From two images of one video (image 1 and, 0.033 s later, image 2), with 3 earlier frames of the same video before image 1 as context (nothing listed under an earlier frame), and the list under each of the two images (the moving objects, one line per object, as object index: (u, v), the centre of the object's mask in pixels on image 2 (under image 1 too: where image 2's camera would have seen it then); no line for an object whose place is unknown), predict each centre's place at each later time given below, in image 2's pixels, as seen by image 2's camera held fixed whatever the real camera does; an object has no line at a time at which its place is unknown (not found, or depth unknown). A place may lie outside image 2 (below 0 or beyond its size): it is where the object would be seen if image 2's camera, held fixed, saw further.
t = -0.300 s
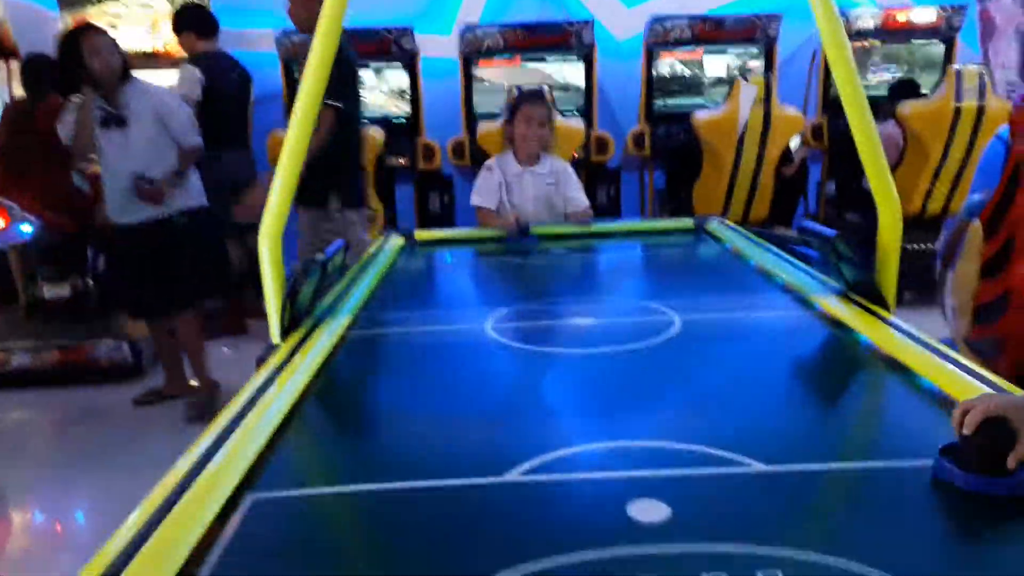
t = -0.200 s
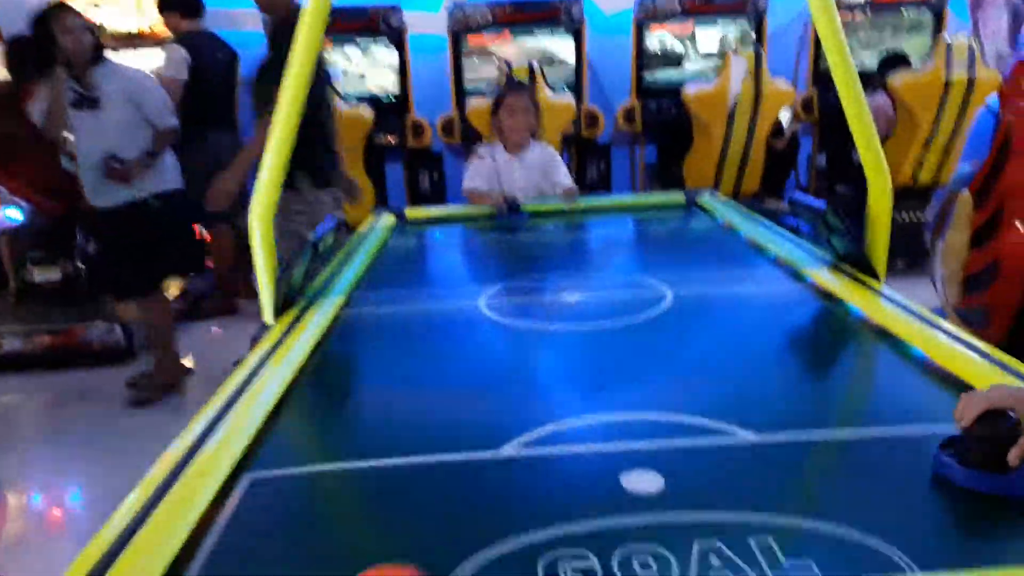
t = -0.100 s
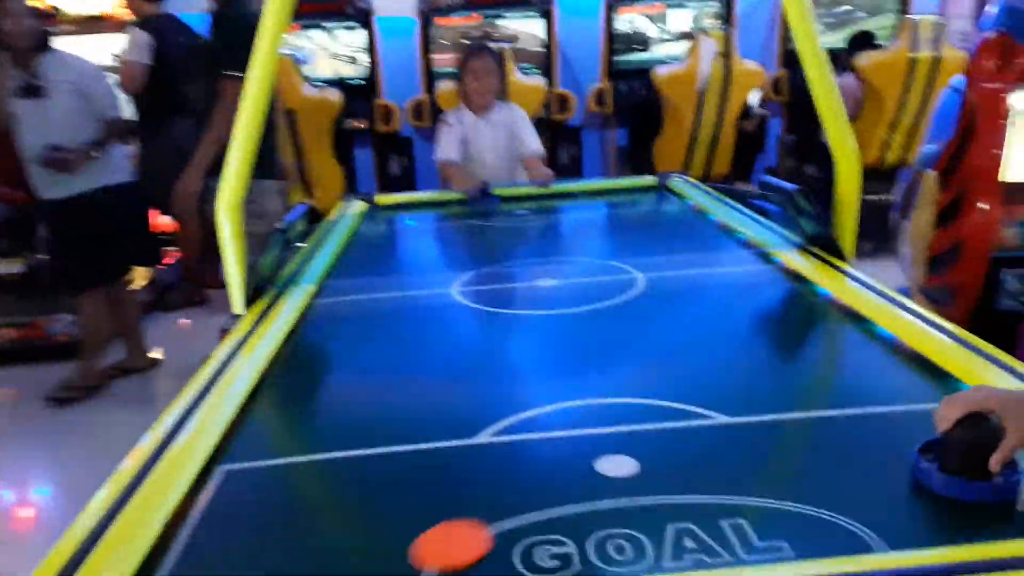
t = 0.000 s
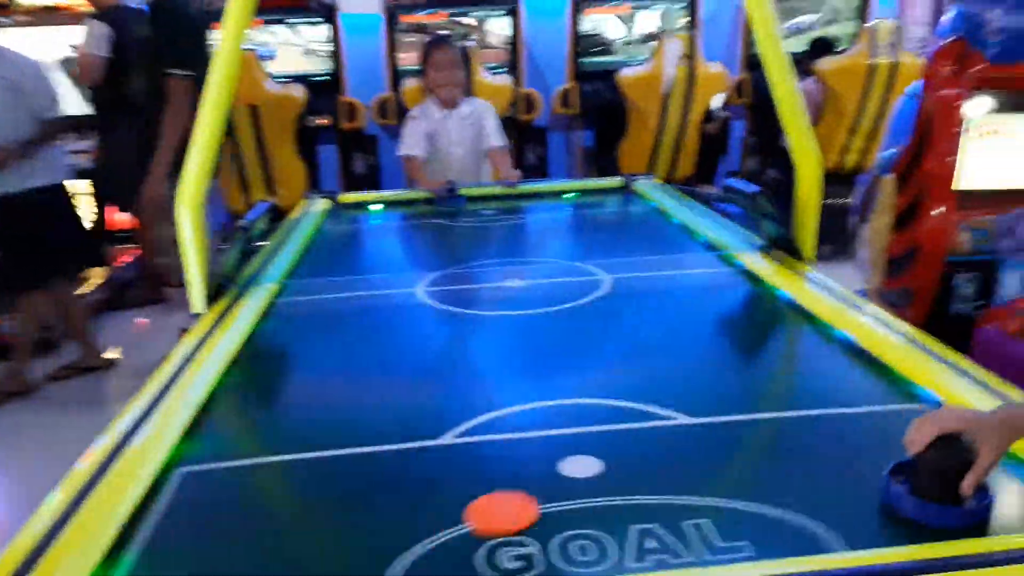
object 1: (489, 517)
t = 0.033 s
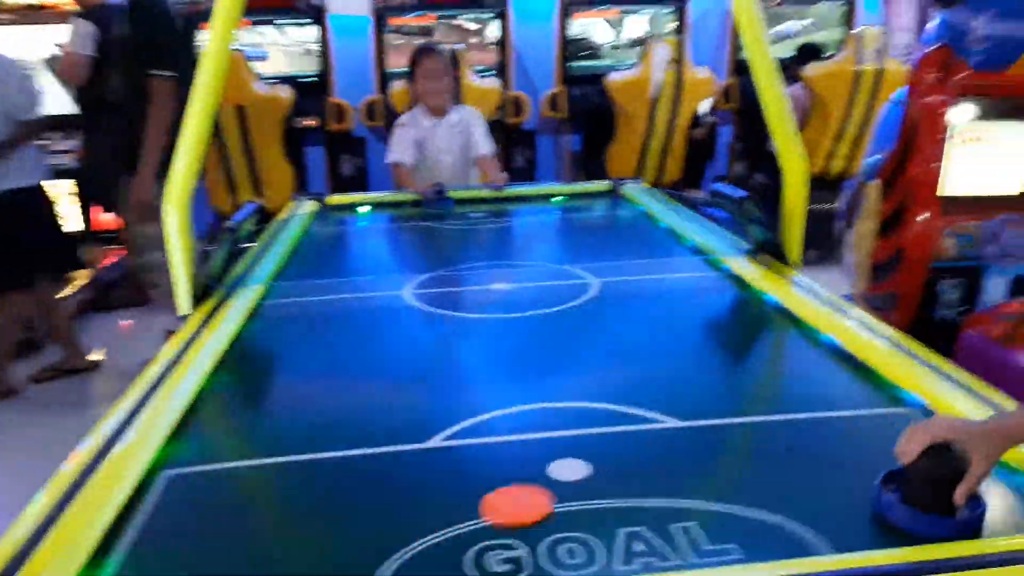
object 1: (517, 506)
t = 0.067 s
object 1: (542, 496)
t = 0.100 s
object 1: (567, 487)
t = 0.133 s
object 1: (592, 478)
